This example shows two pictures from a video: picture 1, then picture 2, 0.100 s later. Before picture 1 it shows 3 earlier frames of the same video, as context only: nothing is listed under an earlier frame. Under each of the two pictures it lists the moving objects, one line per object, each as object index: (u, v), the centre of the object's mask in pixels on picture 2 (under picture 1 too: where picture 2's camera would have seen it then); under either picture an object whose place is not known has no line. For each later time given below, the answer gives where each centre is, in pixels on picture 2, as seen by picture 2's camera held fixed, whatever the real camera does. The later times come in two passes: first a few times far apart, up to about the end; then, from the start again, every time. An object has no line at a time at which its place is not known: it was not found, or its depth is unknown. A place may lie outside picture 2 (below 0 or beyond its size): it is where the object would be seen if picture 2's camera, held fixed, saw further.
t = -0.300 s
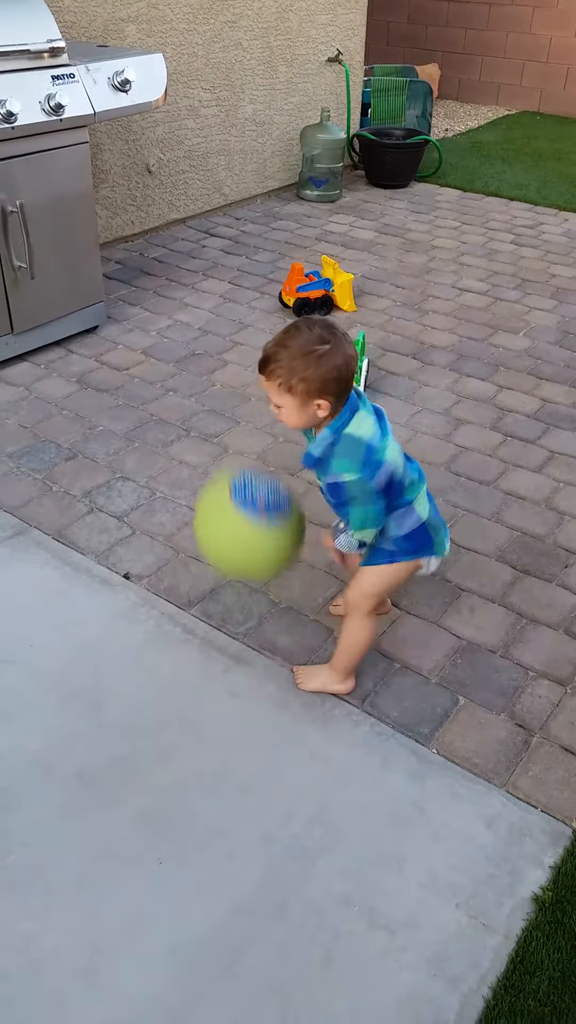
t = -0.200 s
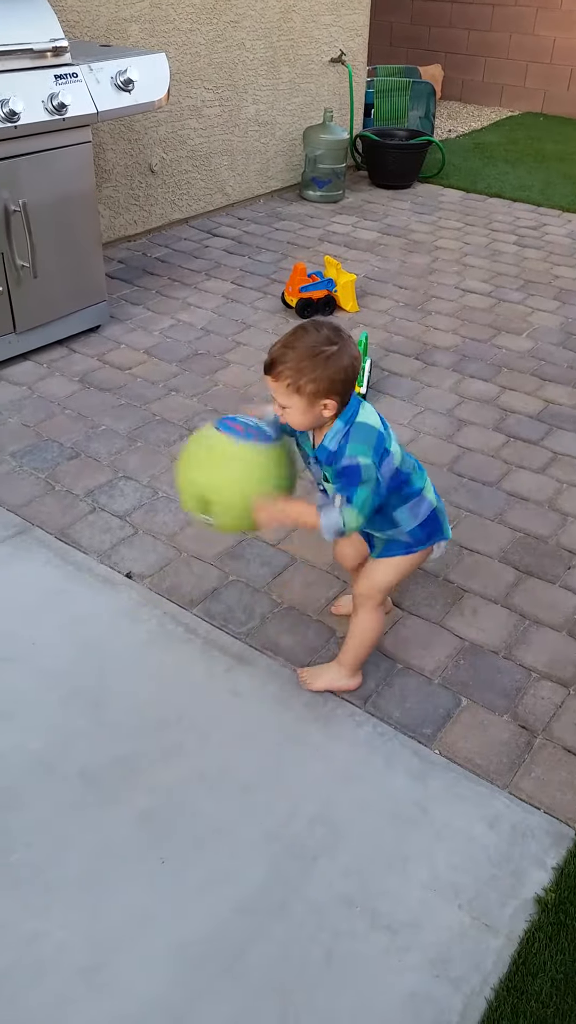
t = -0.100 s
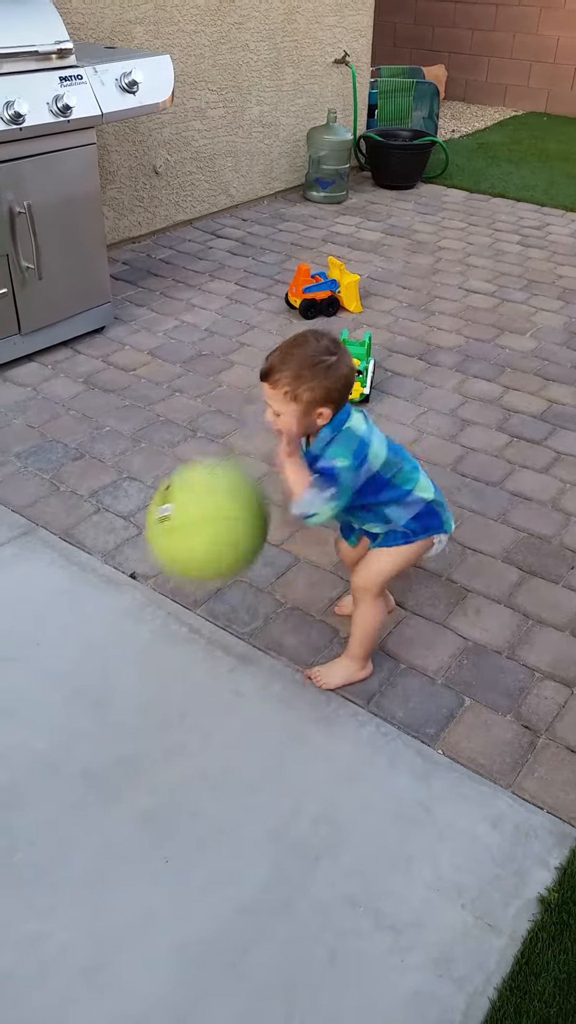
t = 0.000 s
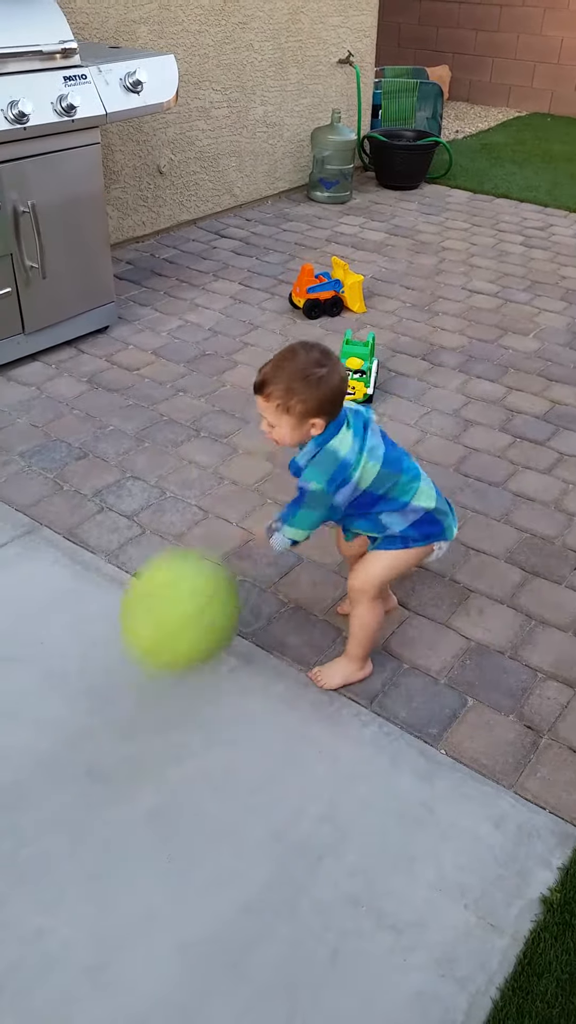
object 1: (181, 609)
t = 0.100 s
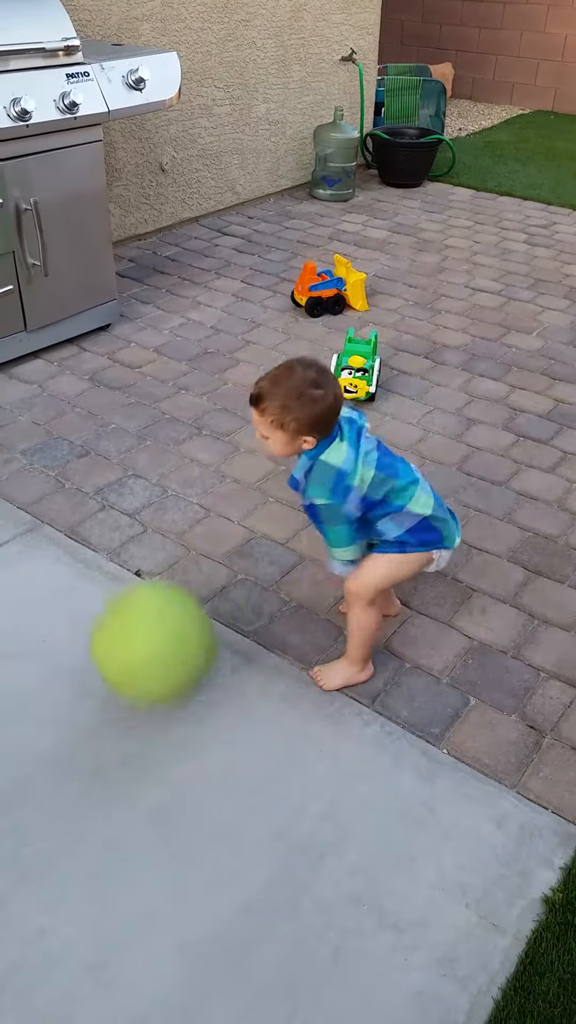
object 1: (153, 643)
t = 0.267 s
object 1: (106, 572)
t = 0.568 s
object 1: (49, 662)
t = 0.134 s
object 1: (143, 620)
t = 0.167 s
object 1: (133, 602)
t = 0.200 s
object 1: (124, 587)
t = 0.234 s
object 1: (115, 577)
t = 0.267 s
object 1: (106, 572)
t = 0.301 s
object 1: (98, 572)
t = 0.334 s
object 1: (90, 575)
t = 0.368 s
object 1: (82, 583)
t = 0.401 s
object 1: (76, 595)
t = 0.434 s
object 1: (71, 613)
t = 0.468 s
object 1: (67, 632)
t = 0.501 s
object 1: (62, 656)
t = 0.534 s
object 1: (58, 680)
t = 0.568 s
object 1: (49, 662)
